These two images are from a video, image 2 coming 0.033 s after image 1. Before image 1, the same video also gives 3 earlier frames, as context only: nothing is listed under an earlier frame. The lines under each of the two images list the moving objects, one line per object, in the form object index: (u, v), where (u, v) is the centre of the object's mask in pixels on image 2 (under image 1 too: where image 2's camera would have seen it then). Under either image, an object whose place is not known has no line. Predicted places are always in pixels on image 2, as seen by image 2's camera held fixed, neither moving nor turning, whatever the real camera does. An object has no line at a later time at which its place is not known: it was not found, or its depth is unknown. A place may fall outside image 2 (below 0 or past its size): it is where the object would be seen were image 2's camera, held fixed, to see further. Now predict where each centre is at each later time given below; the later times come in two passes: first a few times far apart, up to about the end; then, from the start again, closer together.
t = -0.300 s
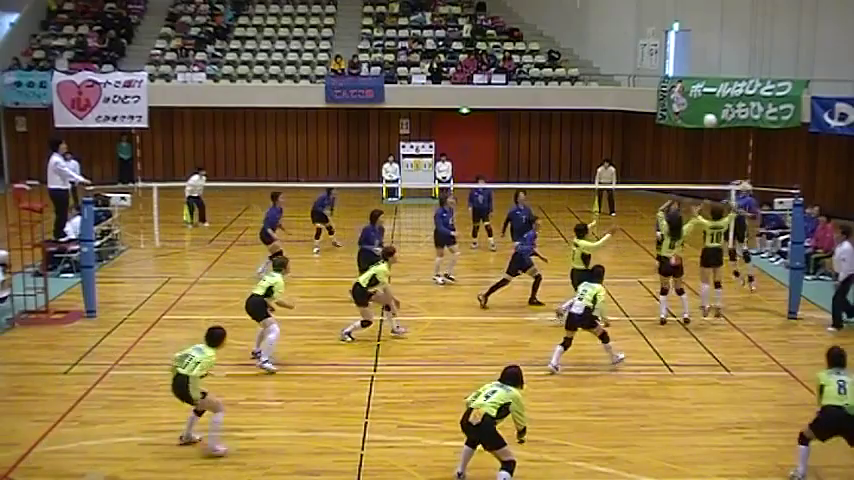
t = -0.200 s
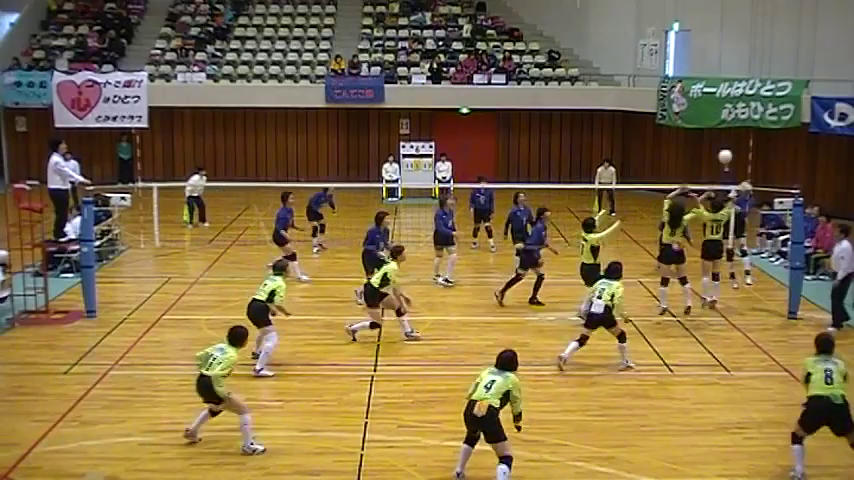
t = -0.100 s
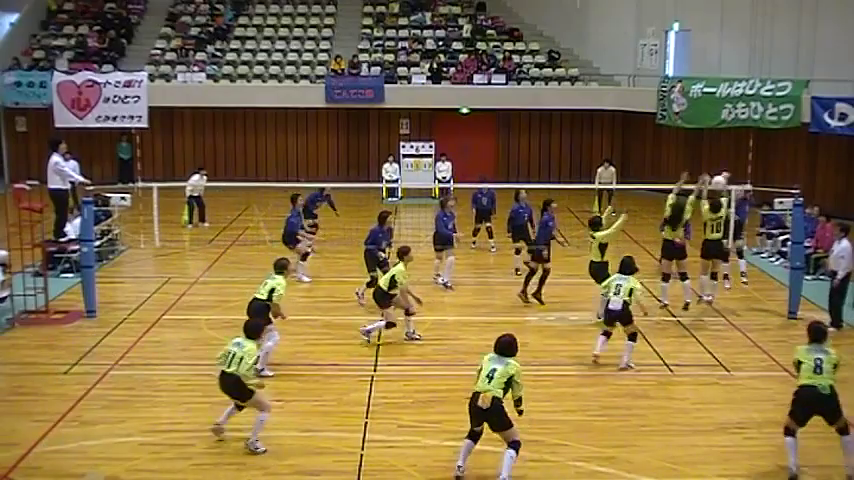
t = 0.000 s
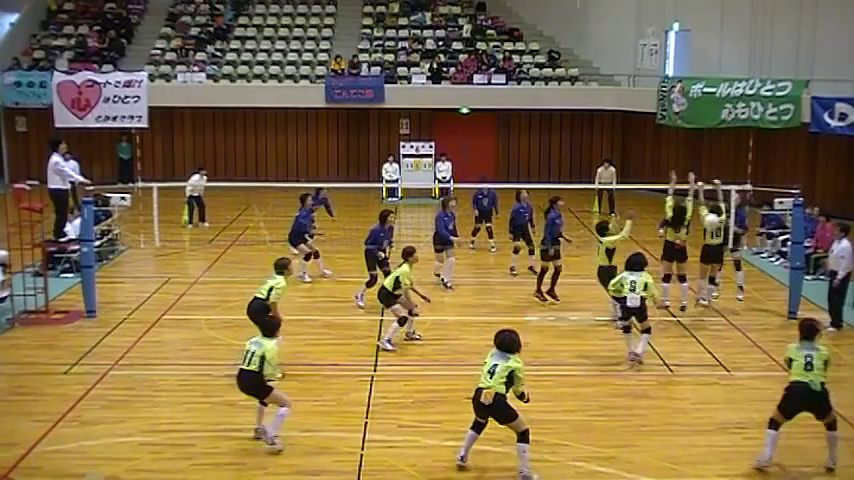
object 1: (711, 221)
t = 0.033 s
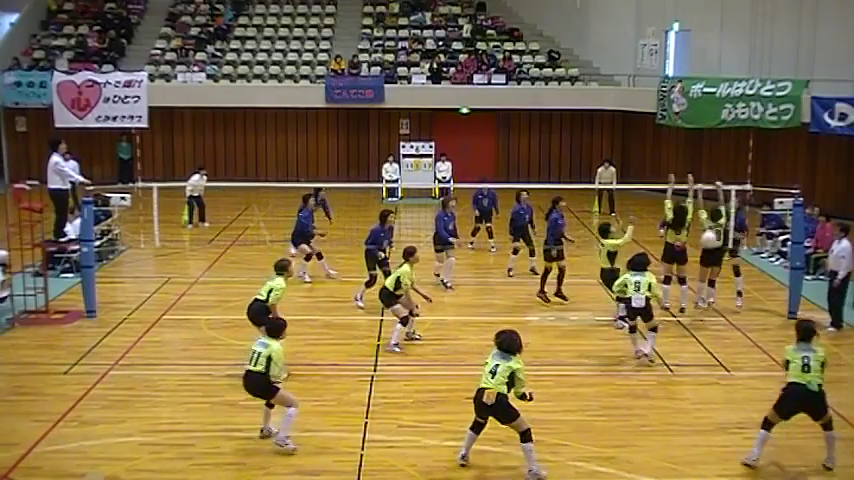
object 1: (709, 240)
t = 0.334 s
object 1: (679, 457)
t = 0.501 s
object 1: (671, 423)
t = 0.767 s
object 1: (643, 447)
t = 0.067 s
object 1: (705, 258)
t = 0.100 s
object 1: (702, 279)
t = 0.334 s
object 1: (679, 457)
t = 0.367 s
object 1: (678, 448)
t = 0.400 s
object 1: (677, 440)
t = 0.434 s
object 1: (674, 433)
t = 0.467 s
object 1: (673, 427)
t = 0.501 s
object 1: (671, 423)
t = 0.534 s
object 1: (669, 420)
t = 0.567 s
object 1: (666, 419)
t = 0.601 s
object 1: (663, 418)
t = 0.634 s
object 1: (659, 420)
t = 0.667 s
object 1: (656, 423)
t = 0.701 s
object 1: (652, 429)
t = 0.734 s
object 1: (648, 436)
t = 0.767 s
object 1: (643, 447)
